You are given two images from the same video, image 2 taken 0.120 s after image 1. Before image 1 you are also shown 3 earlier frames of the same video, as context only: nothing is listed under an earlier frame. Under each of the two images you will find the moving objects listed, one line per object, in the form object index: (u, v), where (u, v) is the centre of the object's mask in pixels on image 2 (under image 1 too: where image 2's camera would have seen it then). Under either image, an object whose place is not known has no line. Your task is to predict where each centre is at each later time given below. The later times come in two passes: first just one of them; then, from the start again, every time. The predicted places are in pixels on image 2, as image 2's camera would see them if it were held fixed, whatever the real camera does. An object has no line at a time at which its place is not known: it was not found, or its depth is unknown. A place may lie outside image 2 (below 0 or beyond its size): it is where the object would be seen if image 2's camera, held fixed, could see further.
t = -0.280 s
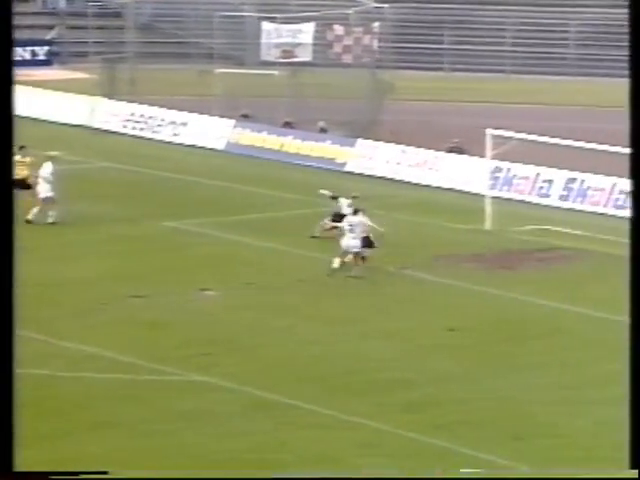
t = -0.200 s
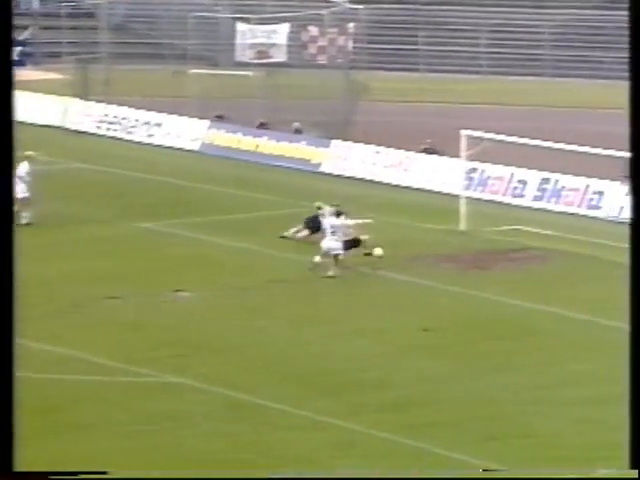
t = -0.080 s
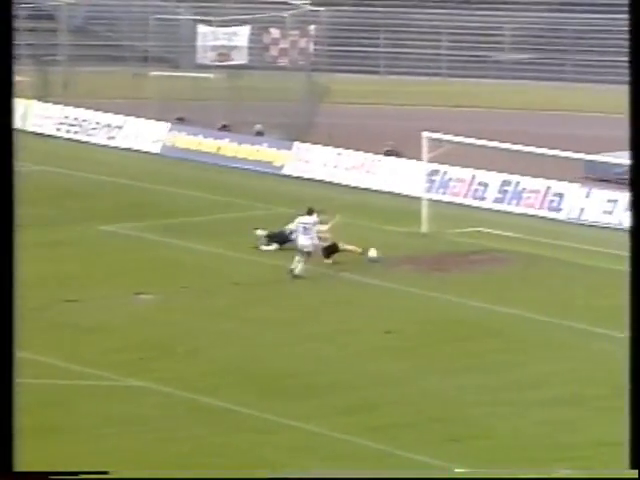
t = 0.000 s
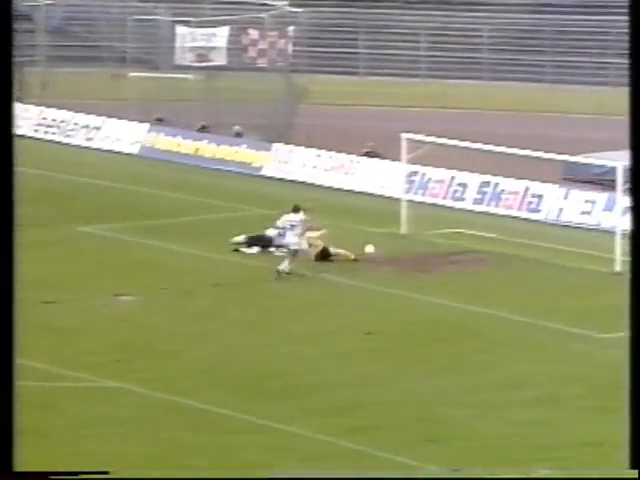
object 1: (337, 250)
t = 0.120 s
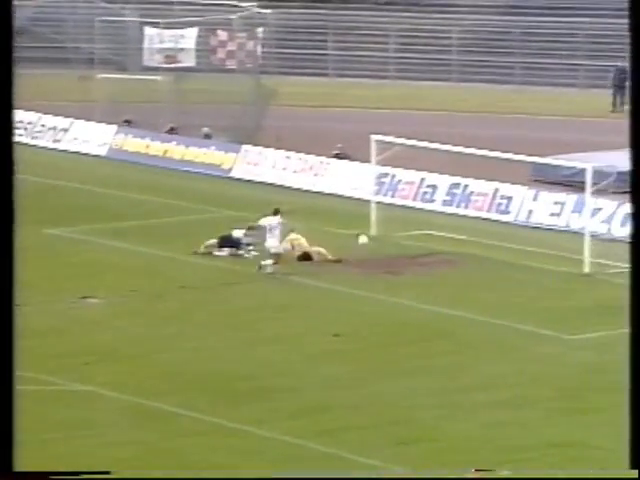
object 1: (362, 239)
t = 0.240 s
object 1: (386, 234)
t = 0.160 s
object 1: (370, 236)
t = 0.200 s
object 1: (378, 235)
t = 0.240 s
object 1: (386, 234)
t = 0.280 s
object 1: (394, 233)
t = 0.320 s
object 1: (402, 234)
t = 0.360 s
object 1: (409, 235)
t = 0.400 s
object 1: (417, 237)
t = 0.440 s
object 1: (425, 239)
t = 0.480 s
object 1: (432, 243)
